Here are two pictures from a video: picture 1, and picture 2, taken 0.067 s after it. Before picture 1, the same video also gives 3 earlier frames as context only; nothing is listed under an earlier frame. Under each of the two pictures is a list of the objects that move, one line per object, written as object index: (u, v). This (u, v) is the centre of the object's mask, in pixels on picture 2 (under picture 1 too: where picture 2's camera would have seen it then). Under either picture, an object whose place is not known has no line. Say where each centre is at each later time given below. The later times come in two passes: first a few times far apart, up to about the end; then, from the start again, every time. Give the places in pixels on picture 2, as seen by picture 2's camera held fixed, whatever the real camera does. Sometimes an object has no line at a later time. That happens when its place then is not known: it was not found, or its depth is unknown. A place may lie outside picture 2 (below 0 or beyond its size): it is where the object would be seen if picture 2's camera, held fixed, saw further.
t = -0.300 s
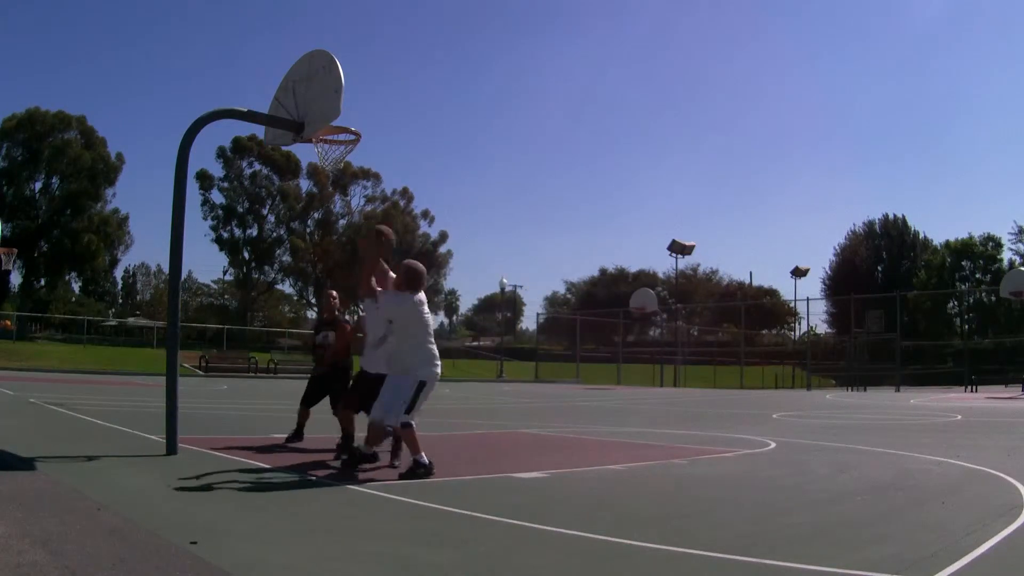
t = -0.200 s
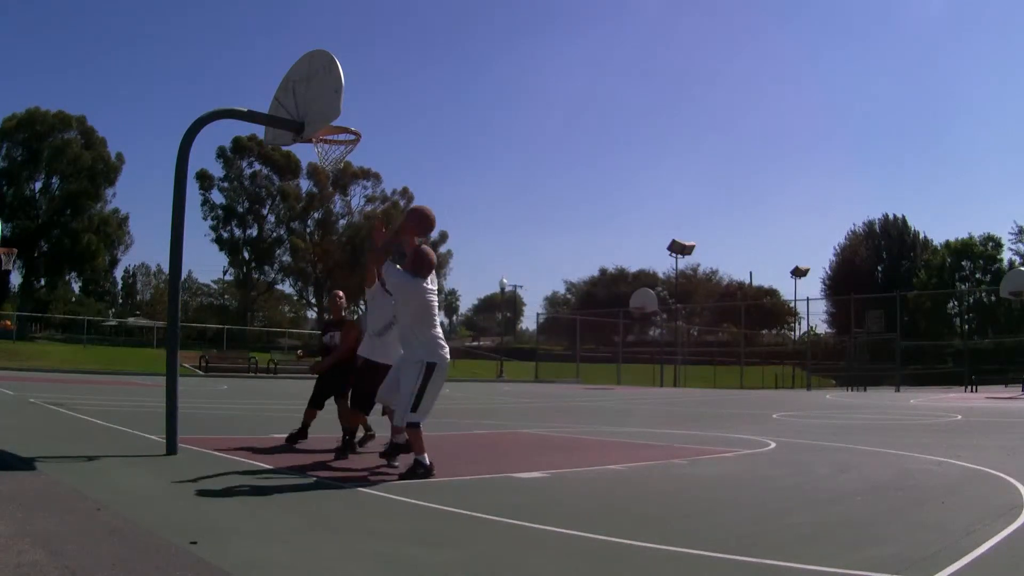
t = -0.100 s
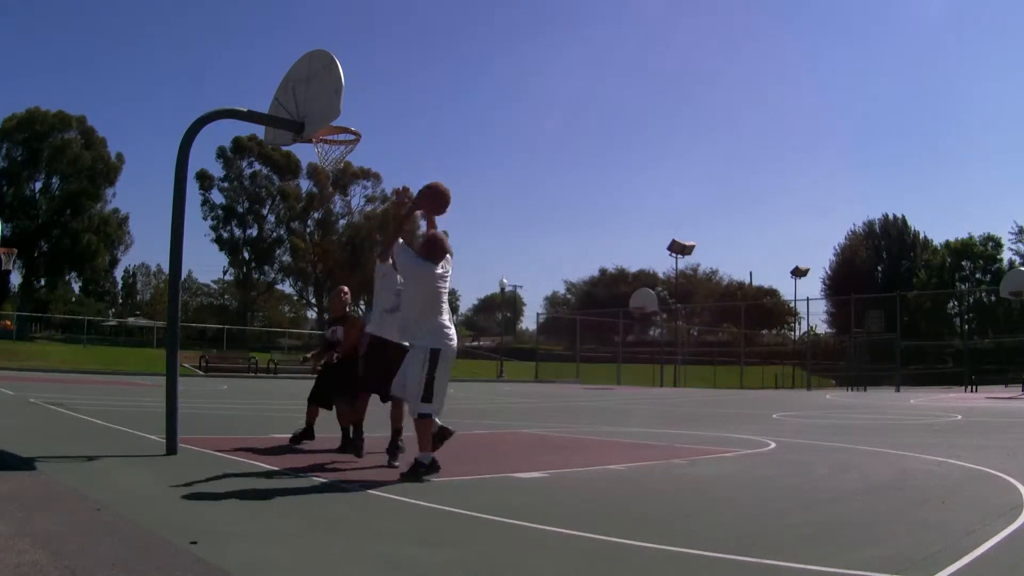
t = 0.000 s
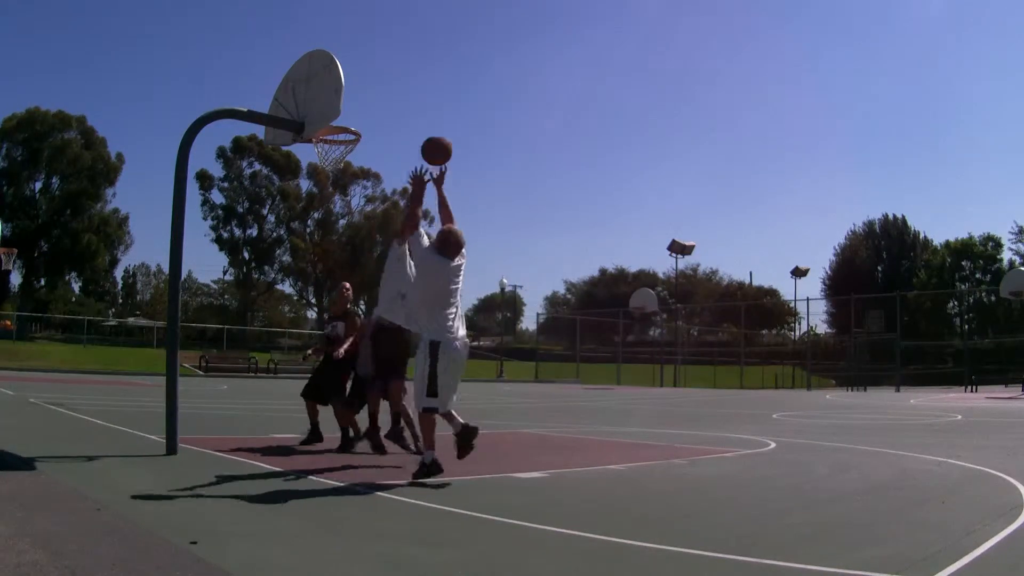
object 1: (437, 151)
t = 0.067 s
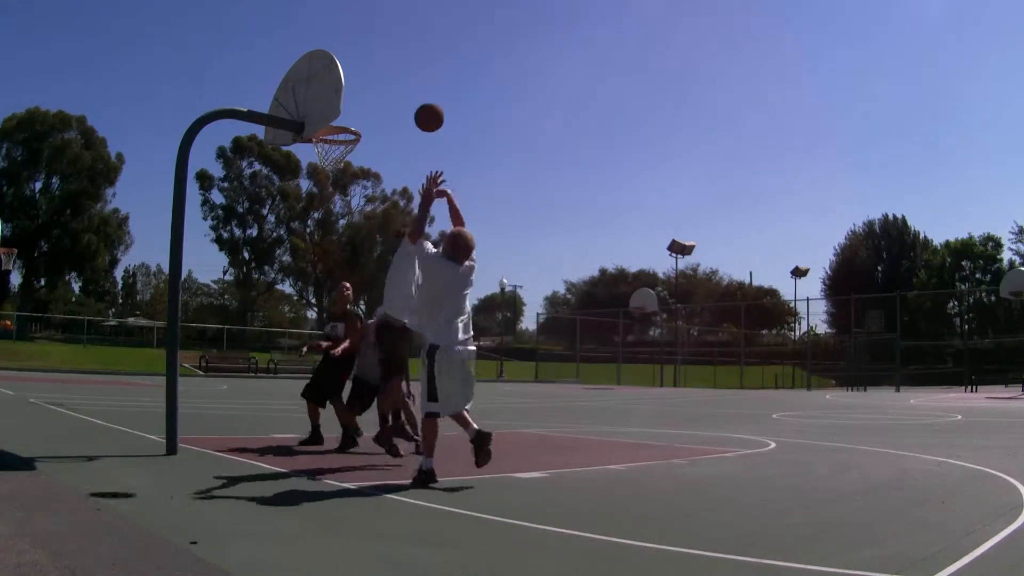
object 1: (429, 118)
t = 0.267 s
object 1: (408, 56)
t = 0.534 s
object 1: (381, 45)
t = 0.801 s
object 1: (353, 106)
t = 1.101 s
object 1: (391, 74)
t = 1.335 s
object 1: (431, 93)
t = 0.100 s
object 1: (426, 103)
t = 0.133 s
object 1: (422, 91)
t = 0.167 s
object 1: (419, 80)
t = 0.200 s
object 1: (415, 70)
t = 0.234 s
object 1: (412, 62)
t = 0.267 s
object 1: (408, 56)
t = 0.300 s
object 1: (405, 50)
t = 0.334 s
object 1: (401, 45)
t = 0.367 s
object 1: (398, 43)
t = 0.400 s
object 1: (394, 40)
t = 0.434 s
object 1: (391, 40)
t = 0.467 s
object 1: (388, 40)
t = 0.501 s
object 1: (384, 42)
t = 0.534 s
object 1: (381, 45)
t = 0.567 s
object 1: (377, 49)
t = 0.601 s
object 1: (374, 53)
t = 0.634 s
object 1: (371, 59)
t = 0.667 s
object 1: (367, 67)
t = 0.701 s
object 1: (364, 75)
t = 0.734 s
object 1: (360, 84)
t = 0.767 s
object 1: (356, 95)
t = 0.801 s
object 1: (353, 106)
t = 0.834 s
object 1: (350, 118)
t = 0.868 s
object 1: (354, 110)
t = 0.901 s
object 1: (359, 102)
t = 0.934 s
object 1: (365, 95)
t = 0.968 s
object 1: (370, 89)
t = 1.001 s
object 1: (375, 84)
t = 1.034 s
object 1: (381, 79)
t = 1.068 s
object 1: (386, 76)
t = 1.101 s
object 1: (391, 74)
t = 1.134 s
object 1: (397, 73)
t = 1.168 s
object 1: (402, 74)
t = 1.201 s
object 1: (408, 75)
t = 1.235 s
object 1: (414, 78)
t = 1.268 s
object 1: (419, 81)
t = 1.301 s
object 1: (425, 87)
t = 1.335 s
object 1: (431, 93)
